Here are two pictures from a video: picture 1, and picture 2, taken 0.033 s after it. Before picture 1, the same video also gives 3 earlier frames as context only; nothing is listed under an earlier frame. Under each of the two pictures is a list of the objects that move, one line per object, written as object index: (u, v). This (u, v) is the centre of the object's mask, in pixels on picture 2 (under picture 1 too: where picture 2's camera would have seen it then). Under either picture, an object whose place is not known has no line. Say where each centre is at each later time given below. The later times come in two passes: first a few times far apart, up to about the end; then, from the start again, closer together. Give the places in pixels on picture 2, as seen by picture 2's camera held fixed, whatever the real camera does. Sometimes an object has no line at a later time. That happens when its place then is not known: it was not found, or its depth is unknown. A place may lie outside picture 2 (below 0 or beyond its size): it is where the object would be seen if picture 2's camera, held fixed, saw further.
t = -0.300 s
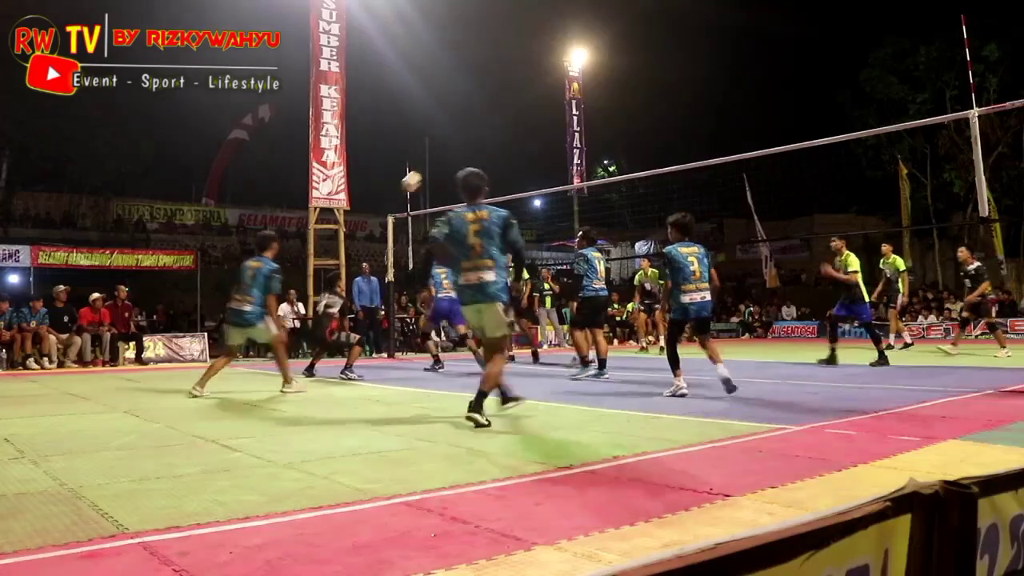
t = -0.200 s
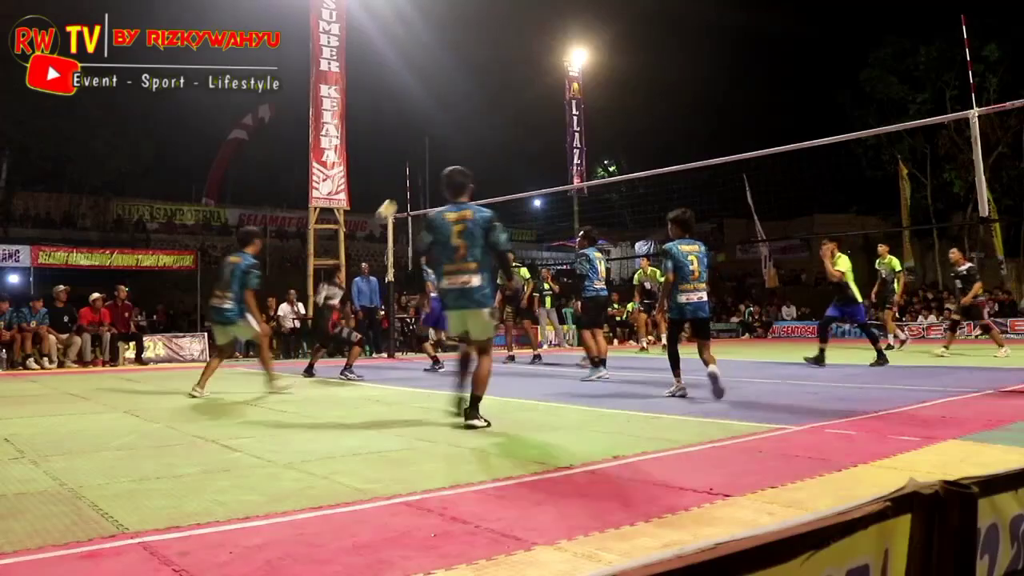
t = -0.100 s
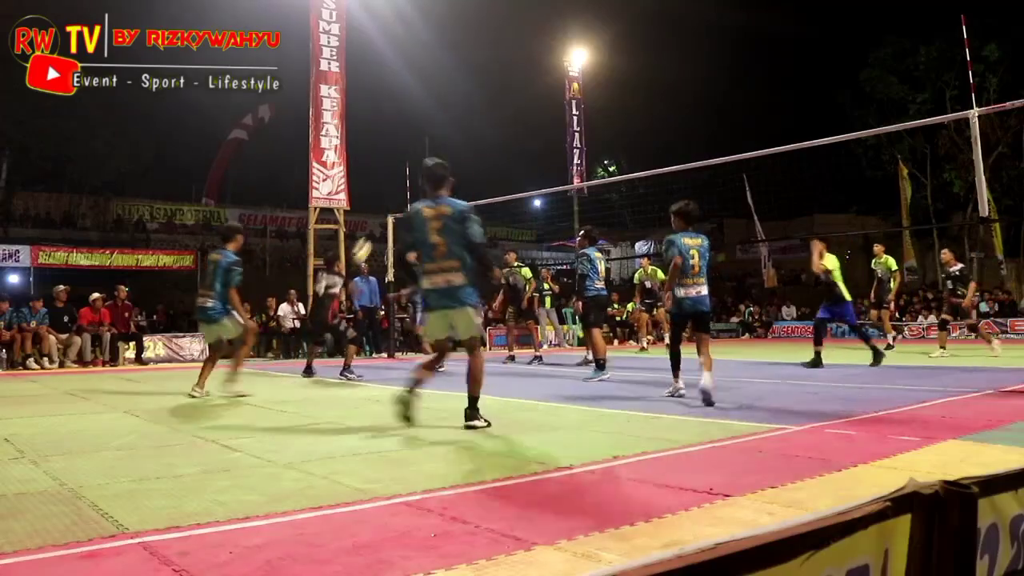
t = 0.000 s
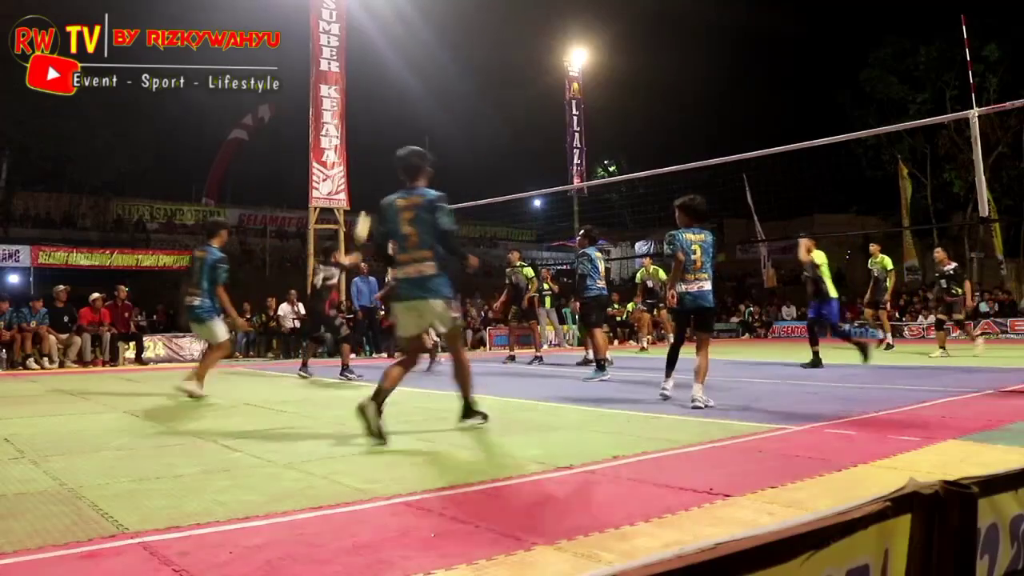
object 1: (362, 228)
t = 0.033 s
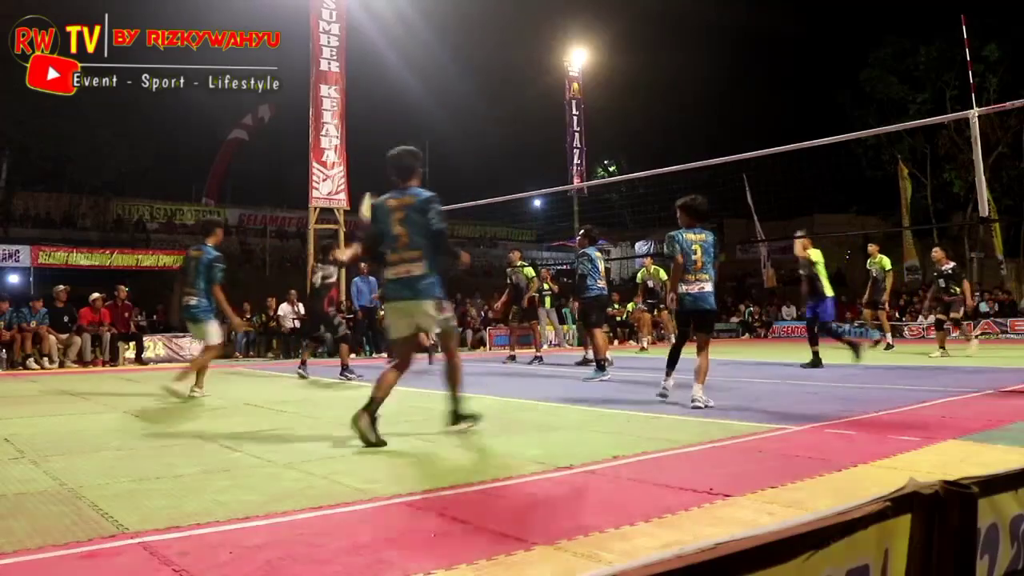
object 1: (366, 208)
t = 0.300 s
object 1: (411, 88)
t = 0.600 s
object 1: (462, 26)
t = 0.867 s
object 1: (508, 30)
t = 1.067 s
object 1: (544, 69)
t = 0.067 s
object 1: (373, 188)
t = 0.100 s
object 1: (374, 177)
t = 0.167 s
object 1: (391, 135)
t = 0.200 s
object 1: (394, 126)
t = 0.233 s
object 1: (400, 113)
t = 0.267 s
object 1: (406, 100)
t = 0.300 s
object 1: (411, 88)
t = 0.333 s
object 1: (418, 77)
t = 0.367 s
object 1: (424, 67)
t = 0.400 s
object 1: (429, 59)
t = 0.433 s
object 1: (434, 51)
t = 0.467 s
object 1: (440, 44)
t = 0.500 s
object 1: (446, 38)
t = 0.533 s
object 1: (451, 34)
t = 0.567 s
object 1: (457, 30)
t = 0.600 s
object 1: (462, 26)
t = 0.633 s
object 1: (468, 24)
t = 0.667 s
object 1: (474, 22)
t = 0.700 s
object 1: (480, 21)
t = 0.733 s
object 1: (485, 21)
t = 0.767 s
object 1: (491, 21)
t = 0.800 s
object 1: (497, 24)
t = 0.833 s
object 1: (502, 26)
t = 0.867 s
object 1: (508, 30)
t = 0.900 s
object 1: (514, 34)
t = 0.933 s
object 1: (520, 39)
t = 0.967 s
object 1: (526, 45)
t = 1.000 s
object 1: (532, 52)
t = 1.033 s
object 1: (538, 60)
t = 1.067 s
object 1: (544, 69)
